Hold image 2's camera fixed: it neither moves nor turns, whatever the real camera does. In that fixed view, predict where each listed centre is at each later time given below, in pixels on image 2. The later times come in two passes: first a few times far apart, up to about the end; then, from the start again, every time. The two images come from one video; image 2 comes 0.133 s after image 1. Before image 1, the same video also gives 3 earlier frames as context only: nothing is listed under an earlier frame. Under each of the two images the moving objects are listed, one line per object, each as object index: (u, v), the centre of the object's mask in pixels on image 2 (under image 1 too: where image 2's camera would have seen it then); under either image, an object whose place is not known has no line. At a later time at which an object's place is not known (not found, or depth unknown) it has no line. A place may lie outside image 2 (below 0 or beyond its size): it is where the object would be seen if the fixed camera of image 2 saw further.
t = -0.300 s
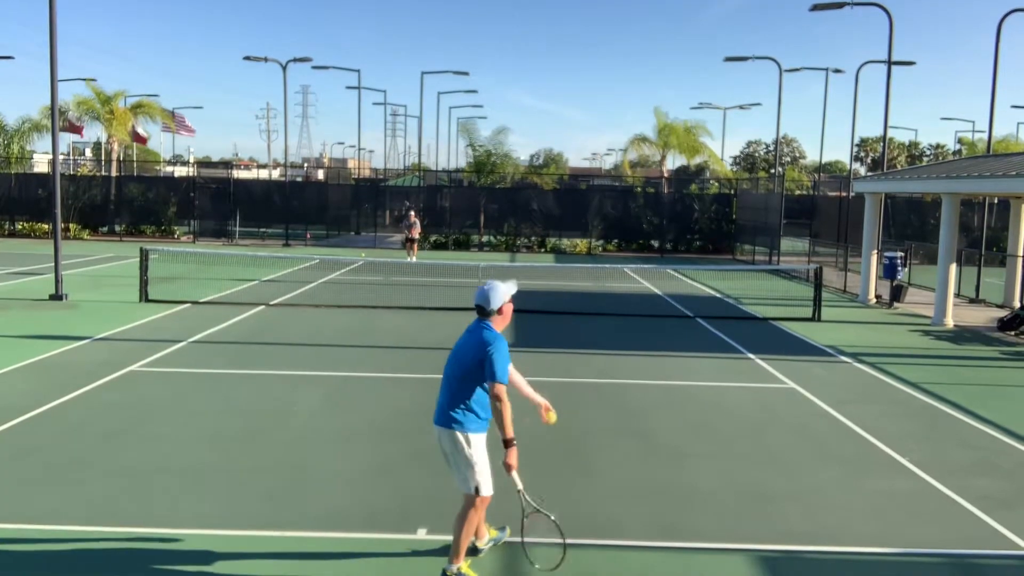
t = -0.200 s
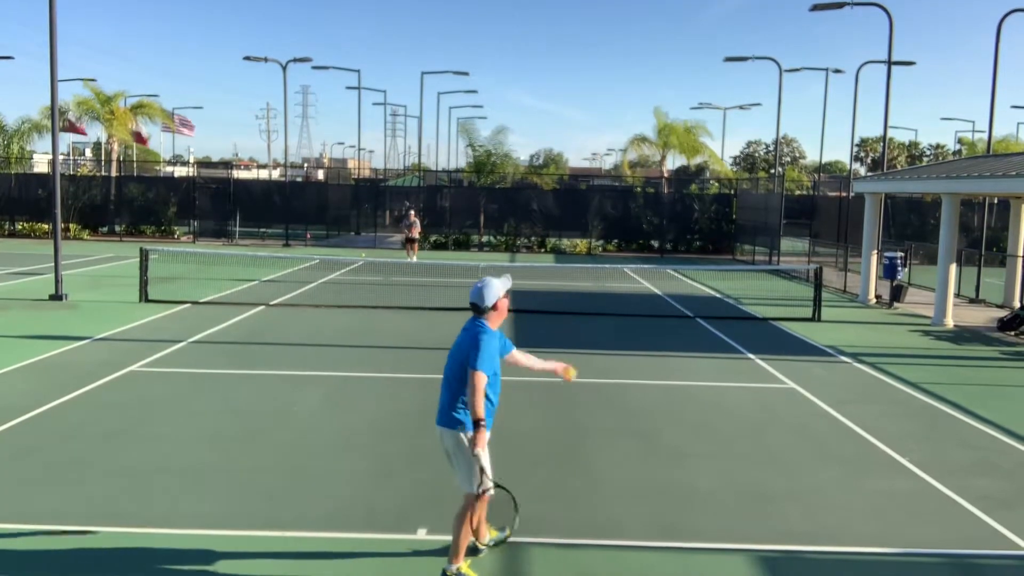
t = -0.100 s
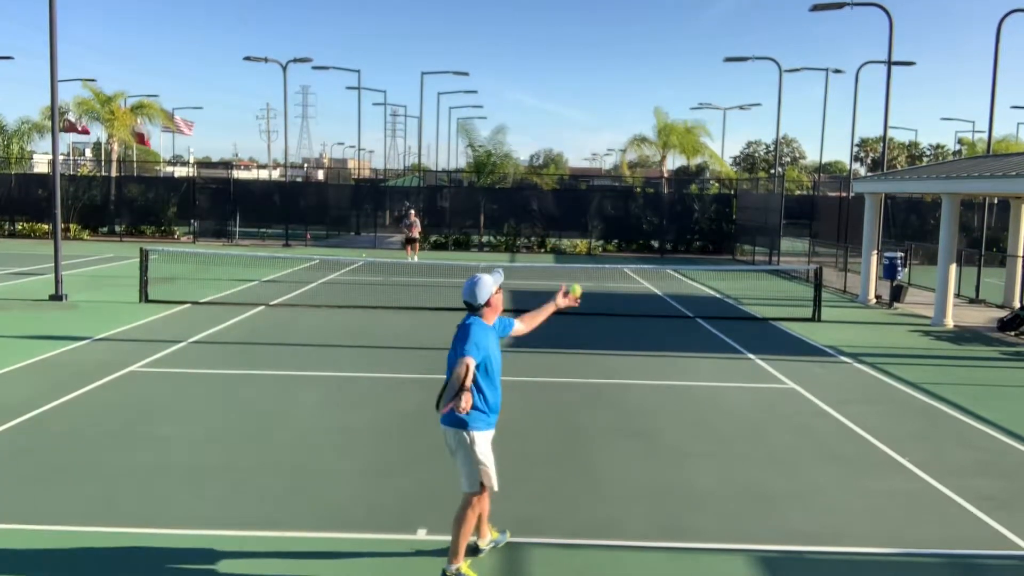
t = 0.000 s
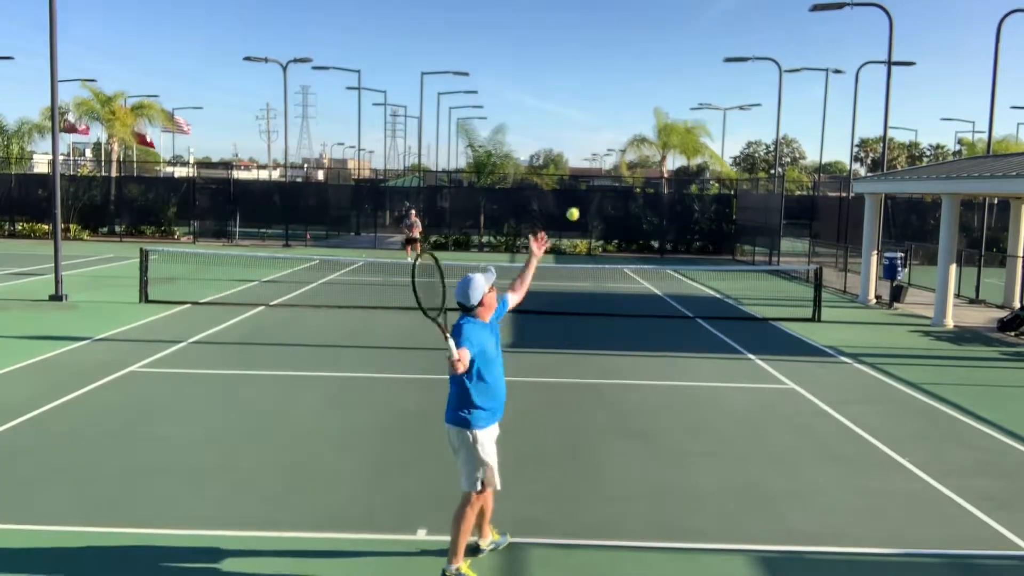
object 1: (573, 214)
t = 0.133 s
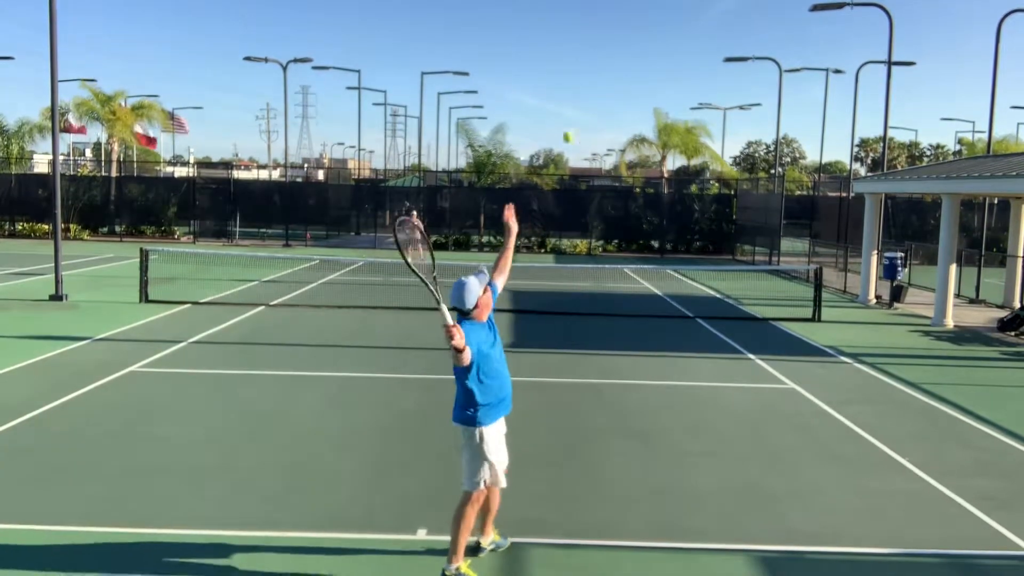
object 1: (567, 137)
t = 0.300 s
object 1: (561, 81)
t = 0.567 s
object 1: (549, 85)
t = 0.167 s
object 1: (566, 122)
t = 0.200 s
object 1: (565, 109)
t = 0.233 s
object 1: (564, 97)
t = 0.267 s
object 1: (563, 88)
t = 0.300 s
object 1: (561, 81)
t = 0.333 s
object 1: (560, 75)
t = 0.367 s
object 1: (558, 71)
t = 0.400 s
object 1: (557, 69)
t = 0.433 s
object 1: (555, 69)
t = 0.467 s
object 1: (553, 70)
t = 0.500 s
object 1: (552, 74)
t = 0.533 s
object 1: (550, 79)
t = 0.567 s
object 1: (549, 85)
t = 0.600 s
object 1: (547, 94)
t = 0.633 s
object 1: (545, 105)
